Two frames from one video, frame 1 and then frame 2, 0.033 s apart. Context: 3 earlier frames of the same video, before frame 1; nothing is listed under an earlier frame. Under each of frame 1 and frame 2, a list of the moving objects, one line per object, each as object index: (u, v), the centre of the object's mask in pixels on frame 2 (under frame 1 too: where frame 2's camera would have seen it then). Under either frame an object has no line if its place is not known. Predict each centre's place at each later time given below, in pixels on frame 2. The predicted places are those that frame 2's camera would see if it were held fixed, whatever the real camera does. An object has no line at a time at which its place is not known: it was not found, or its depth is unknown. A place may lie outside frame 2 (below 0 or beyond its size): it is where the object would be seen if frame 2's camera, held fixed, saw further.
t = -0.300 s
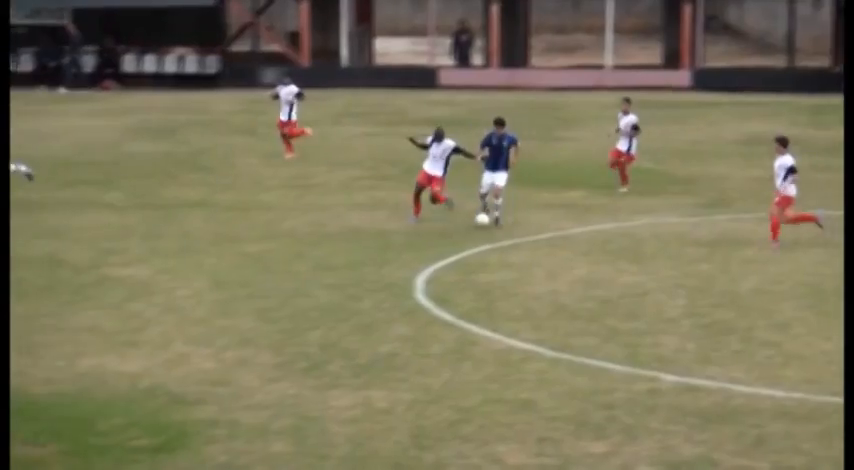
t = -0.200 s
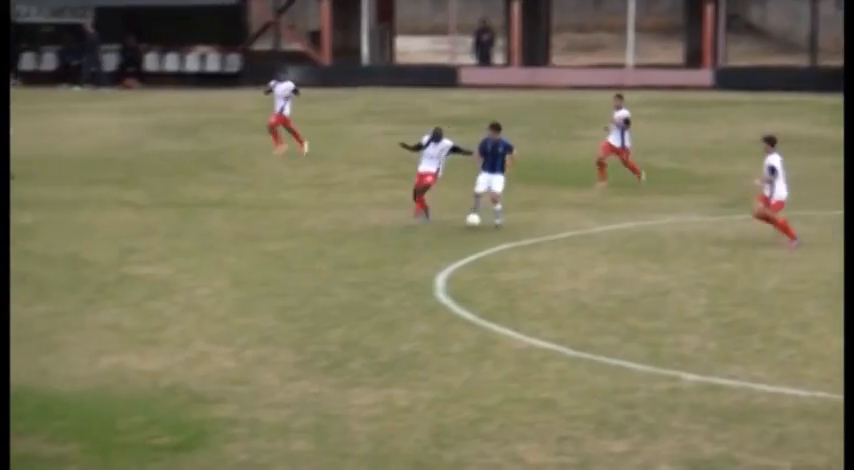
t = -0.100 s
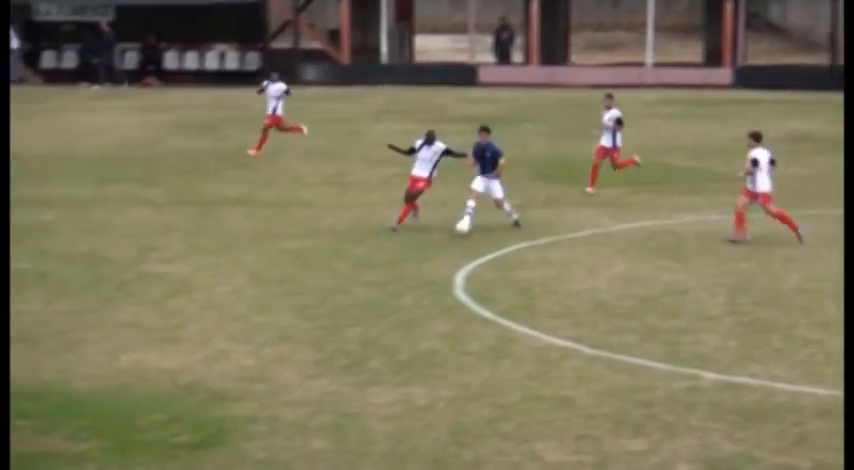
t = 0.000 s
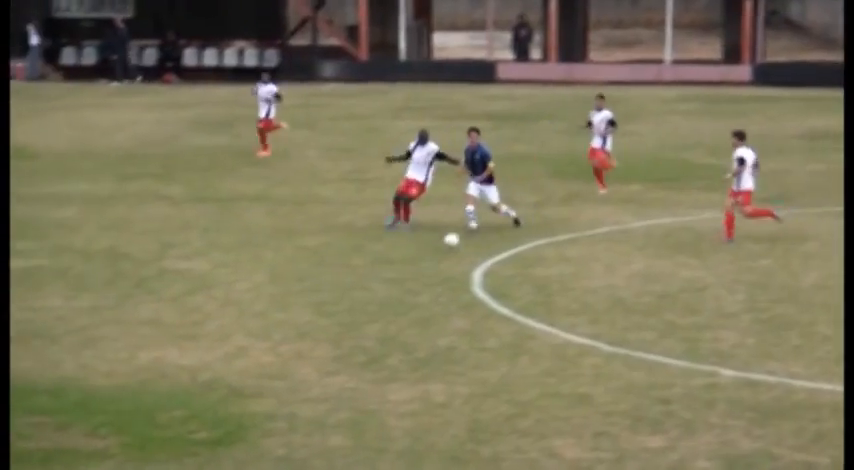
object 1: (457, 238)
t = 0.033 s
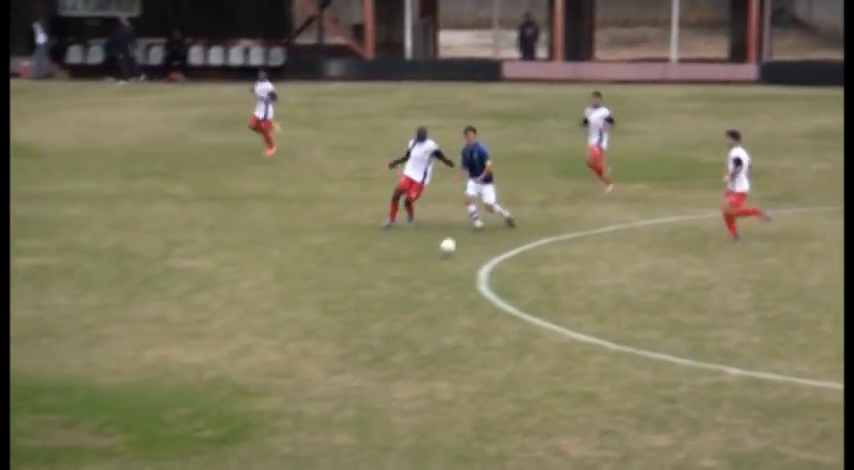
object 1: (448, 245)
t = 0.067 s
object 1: (438, 253)
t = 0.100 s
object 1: (429, 262)
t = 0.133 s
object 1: (420, 268)
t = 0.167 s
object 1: (412, 273)
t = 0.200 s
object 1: (403, 279)
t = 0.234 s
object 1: (394, 286)
